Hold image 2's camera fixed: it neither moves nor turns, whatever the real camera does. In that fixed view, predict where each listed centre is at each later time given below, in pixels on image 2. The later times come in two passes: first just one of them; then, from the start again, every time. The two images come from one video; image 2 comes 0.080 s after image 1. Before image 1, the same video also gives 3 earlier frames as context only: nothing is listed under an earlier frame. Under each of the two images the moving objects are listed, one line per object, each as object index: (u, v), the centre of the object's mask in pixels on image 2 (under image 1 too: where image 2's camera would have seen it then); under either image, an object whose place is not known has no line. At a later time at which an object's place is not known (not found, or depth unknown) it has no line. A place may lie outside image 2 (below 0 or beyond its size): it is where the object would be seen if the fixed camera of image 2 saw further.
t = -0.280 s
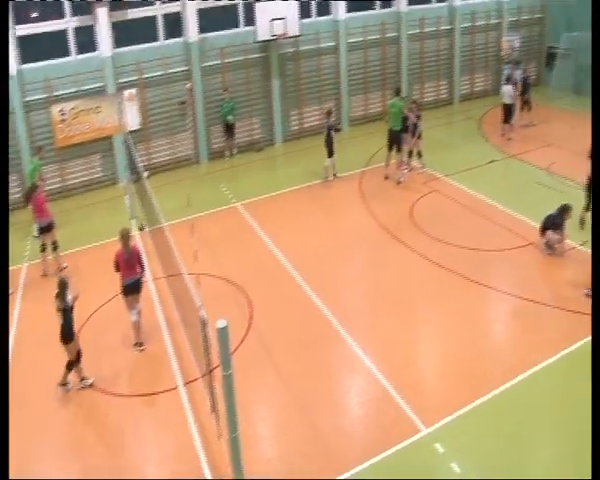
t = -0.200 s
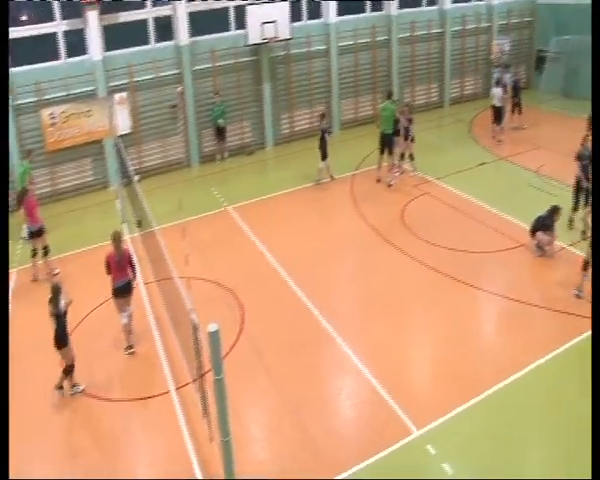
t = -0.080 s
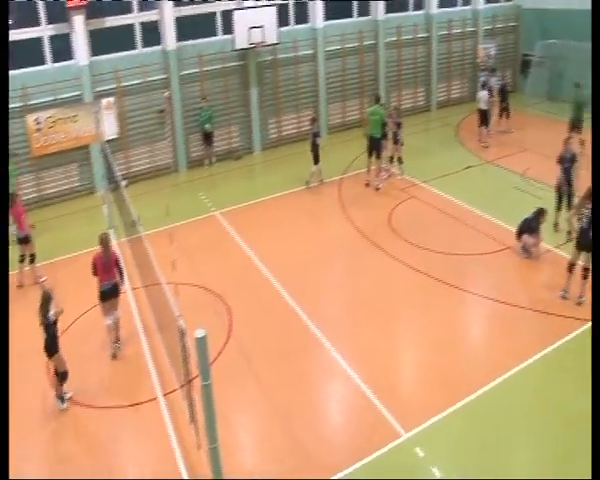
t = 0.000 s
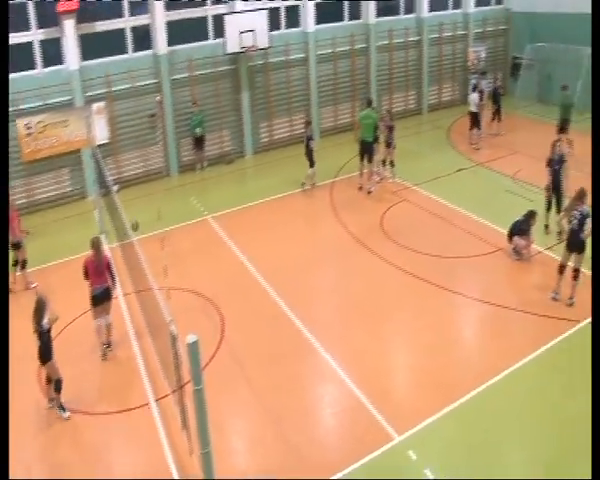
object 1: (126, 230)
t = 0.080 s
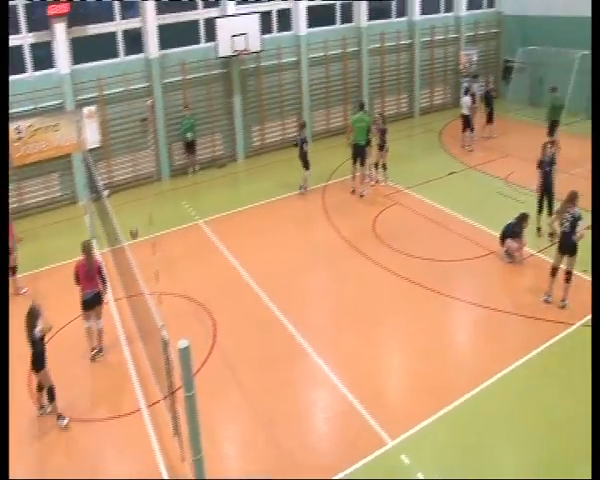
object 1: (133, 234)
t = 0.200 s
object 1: (145, 245)
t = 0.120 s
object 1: (137, 236)
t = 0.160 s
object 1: (141, 241)
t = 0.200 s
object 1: (145, 245)
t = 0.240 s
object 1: (150, 251)
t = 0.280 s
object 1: (154, 257)
